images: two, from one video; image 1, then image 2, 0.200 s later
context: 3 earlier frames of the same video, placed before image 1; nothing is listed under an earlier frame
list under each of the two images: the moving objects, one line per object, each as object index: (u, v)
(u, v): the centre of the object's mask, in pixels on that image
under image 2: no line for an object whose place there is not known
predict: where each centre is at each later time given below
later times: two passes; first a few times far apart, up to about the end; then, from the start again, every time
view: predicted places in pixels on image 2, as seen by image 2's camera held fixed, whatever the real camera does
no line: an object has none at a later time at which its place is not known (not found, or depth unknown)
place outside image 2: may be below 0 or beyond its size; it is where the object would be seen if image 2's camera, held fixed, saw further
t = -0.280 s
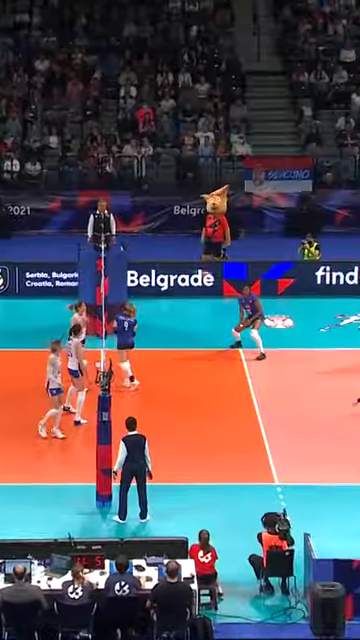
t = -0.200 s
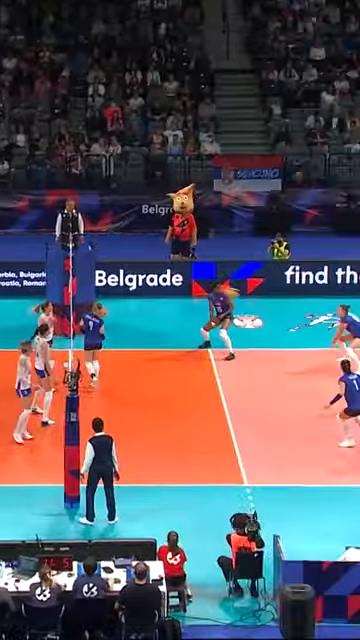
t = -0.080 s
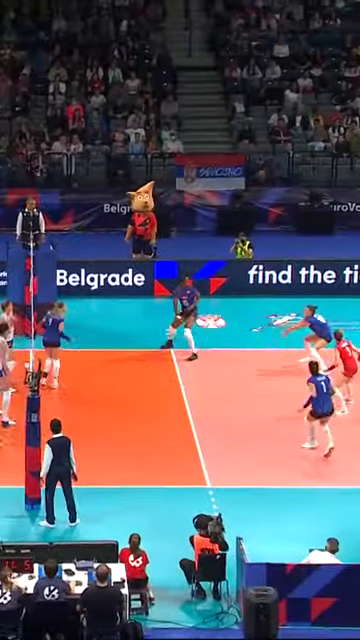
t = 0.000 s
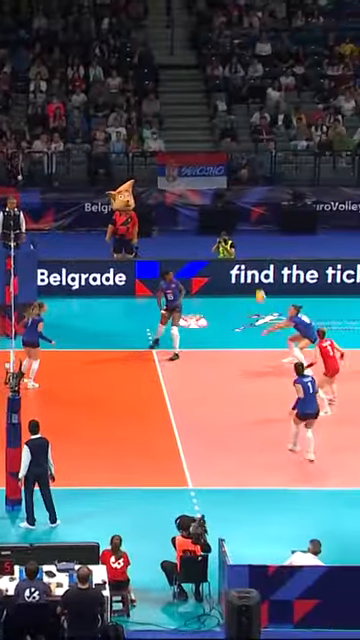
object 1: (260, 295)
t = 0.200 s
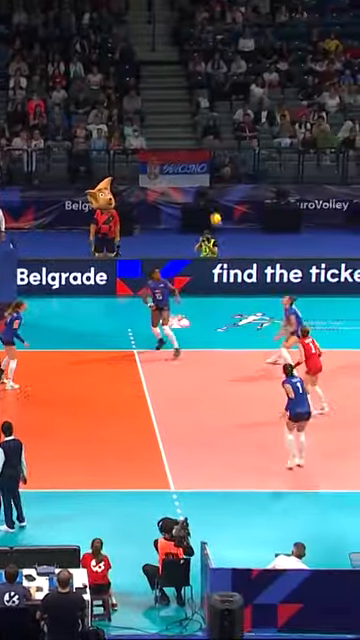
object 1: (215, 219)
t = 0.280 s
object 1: (206, 194)
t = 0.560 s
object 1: (174, 130)
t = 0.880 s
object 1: (142, 104)
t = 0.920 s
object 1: (138, 104)
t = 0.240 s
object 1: (210, 206)
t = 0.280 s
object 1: (206, 194)
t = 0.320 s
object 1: (201, 182)
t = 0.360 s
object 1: (196, 171)
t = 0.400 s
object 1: (192, 162)
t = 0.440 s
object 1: (187, 154)
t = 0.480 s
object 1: (182, 146)
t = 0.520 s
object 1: (179, 138)
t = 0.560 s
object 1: (174, 130)
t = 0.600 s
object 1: (170, 125)
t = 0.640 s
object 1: (166, 120)
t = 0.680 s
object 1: (161, 116)
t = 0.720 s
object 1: (158, 112)
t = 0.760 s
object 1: (153, 109)
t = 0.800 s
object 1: (150, 107)
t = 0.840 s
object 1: (146, 106)
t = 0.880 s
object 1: (142, 104)
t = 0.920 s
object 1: (138, 104)
